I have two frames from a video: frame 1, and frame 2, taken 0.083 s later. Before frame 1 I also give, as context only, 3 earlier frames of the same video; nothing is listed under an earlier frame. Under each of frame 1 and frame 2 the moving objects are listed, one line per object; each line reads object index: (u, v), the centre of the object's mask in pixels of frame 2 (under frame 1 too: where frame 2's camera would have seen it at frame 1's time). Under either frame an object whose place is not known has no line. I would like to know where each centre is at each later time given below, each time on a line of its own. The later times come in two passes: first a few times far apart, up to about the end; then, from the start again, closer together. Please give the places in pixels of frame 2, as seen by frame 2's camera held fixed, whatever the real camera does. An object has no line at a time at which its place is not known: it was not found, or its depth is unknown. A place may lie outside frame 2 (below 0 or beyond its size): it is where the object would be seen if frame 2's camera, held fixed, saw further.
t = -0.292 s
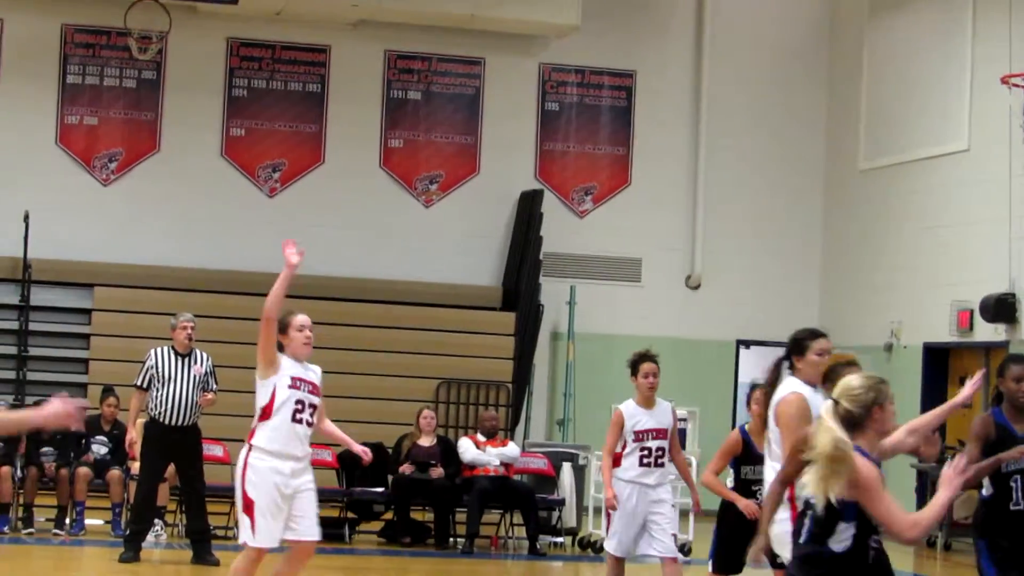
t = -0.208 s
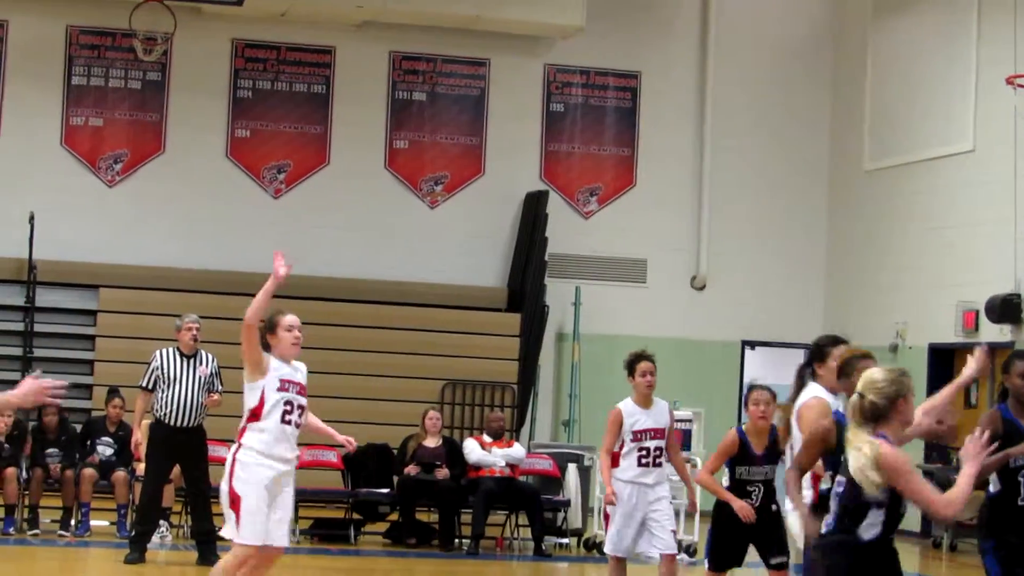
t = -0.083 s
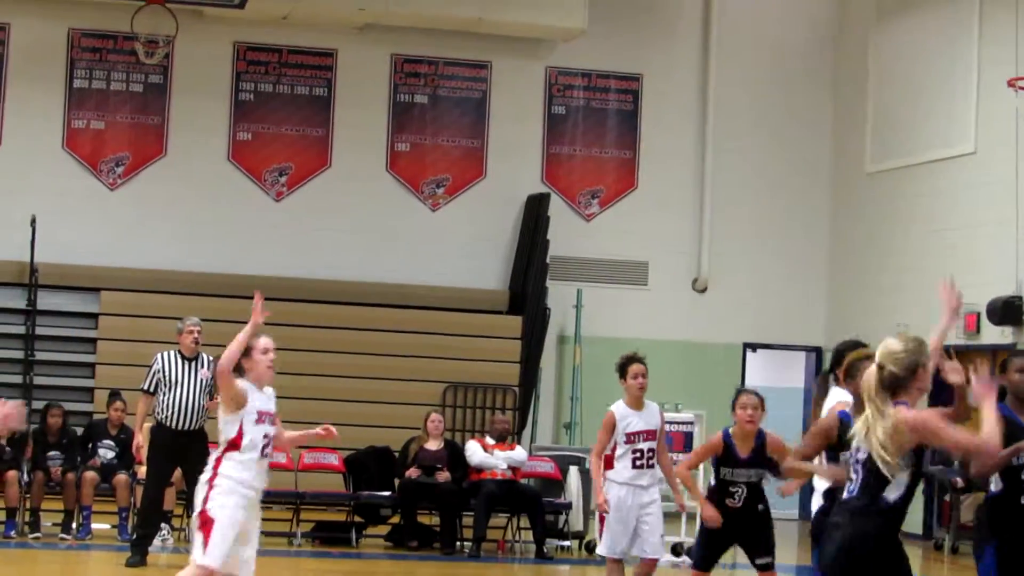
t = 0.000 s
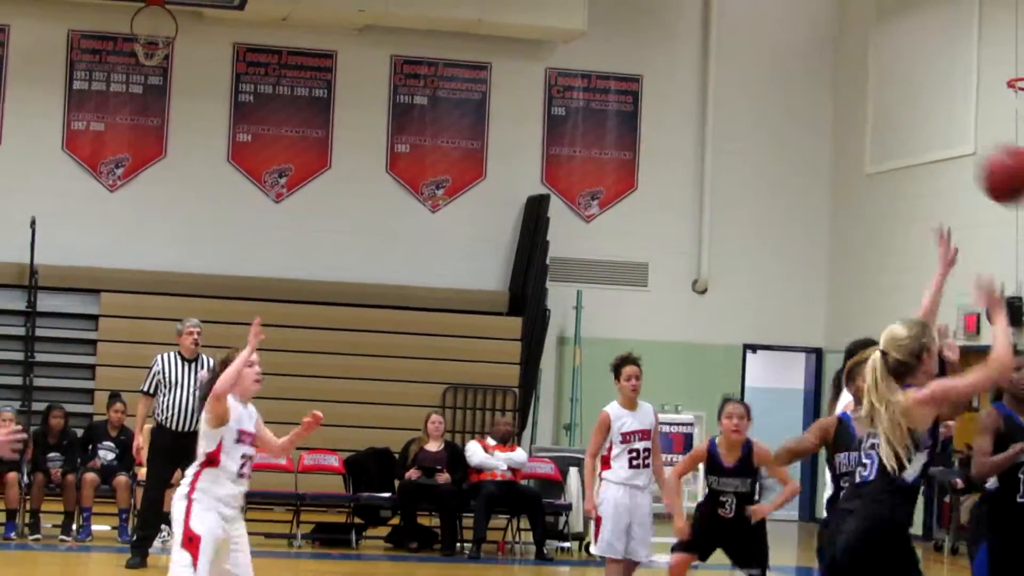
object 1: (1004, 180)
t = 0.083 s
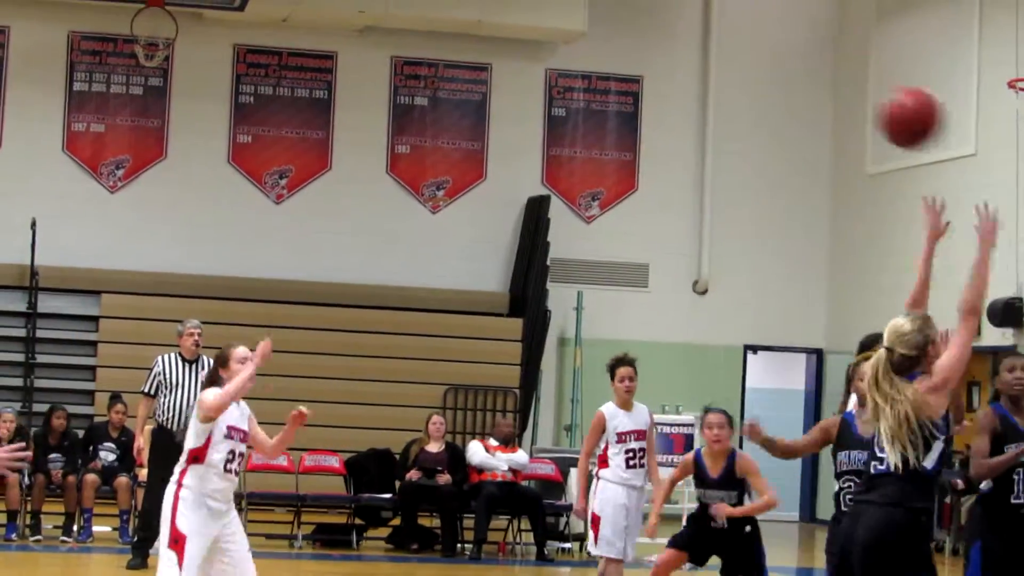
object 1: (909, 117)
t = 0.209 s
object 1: (746, 61)
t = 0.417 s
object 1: (463, 50)
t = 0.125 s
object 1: (853, 94)
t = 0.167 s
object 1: (800, 74)
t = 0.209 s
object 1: (746, 61)
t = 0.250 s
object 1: (689, 51)
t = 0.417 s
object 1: (463, 50)
